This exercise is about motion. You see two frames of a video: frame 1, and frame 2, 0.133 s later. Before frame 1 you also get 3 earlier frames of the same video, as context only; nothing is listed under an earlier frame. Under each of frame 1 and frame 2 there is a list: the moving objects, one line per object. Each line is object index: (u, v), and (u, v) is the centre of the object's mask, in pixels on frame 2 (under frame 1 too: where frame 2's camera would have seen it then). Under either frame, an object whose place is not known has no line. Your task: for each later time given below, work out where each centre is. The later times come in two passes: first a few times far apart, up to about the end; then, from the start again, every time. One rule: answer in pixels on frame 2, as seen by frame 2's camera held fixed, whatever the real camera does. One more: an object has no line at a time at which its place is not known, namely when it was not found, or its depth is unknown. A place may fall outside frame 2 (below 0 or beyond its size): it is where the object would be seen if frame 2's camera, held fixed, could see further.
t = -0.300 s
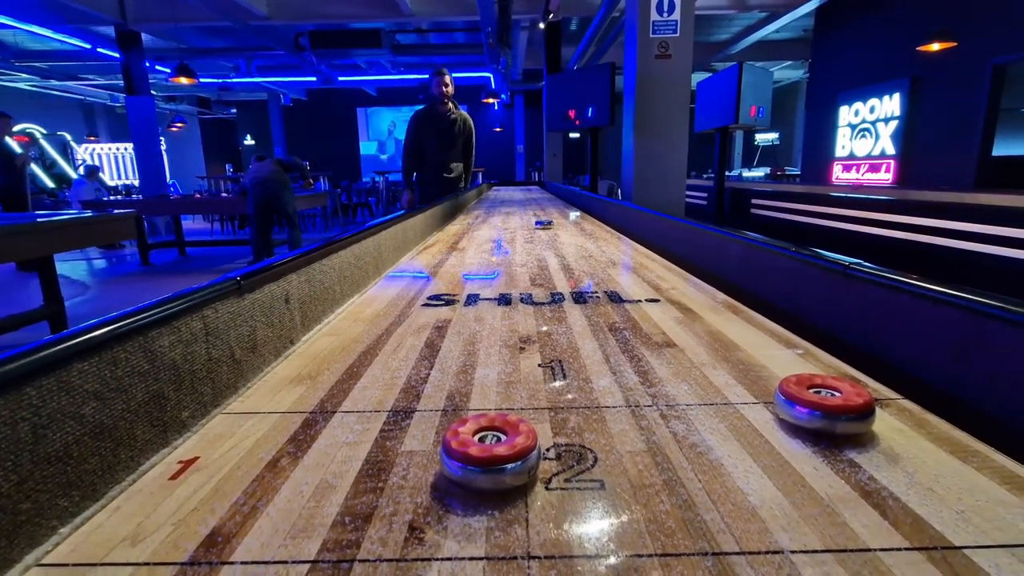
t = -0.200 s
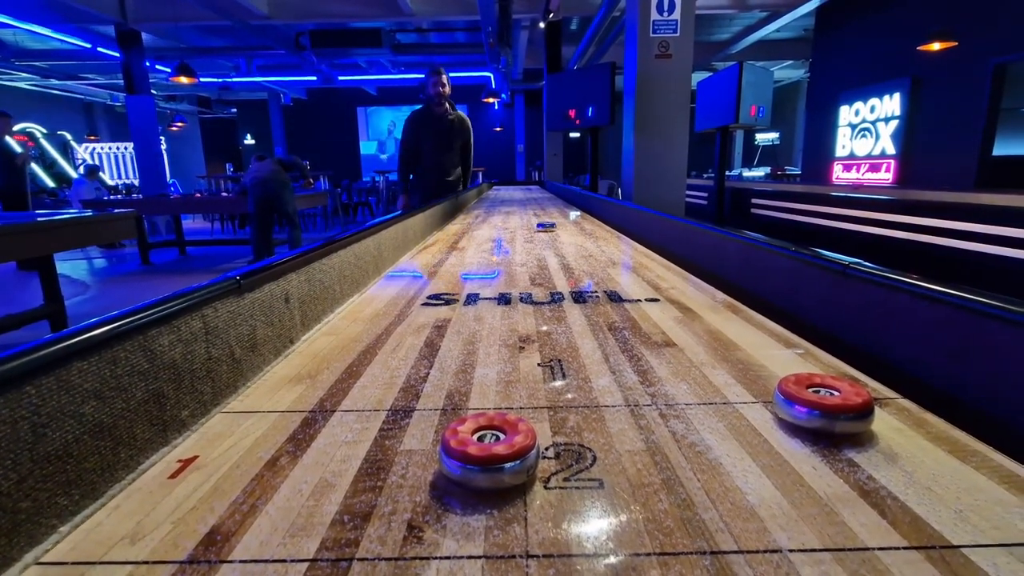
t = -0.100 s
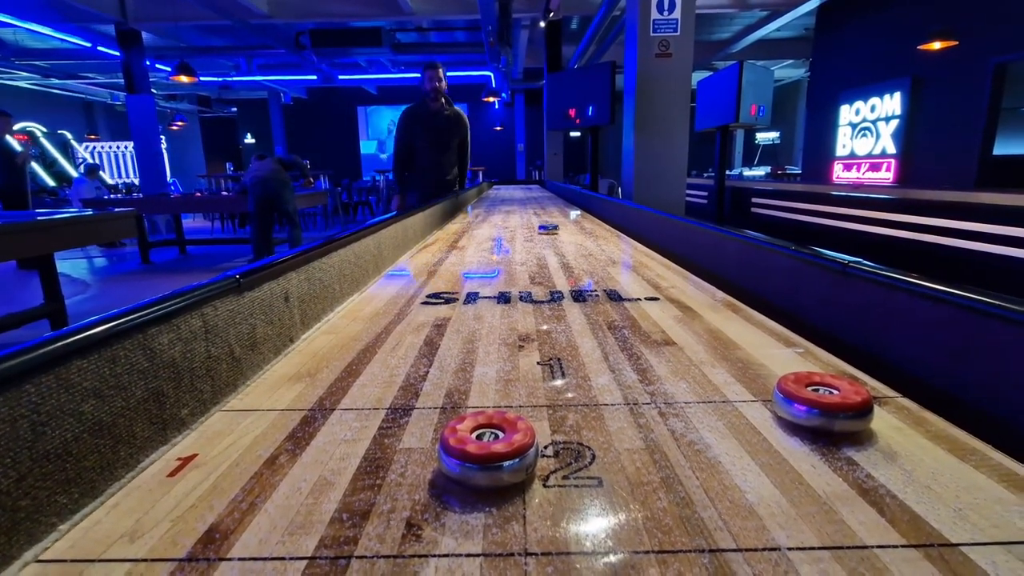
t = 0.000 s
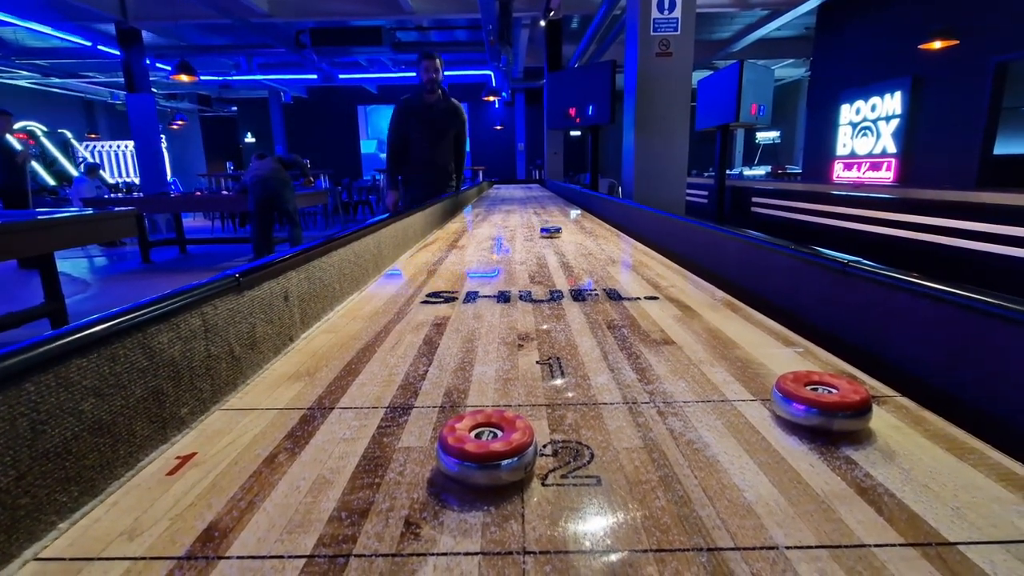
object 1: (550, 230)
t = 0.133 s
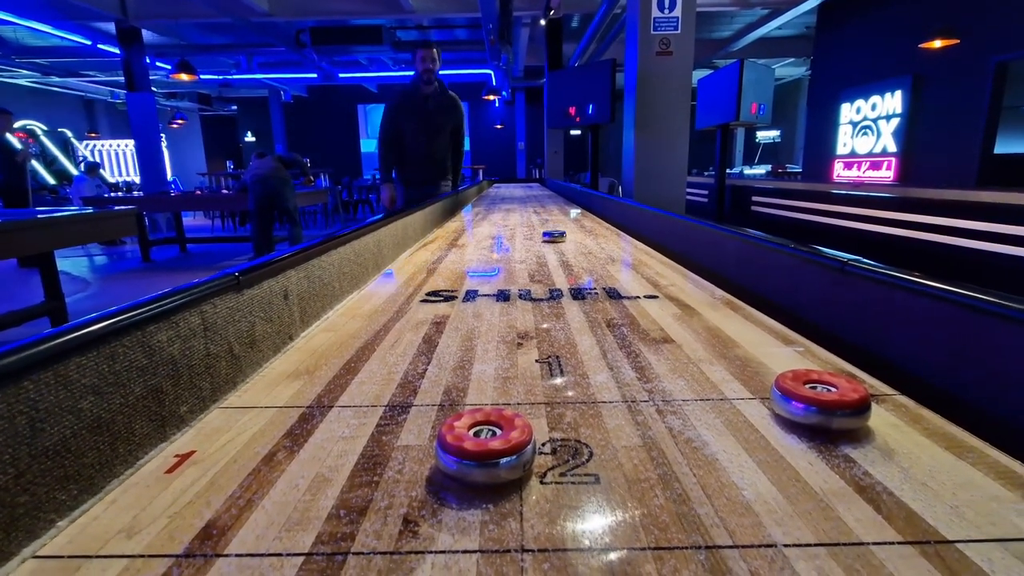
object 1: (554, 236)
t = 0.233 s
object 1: (557, 241)
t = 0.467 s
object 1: (566, 254)
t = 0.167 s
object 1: (555, 237)
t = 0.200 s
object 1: (556, 239)
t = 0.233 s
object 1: (557, 241)
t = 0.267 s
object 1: (558, 242)
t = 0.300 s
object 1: (559, 244)
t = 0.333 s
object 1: (560, 246)
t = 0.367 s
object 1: (562, 248)
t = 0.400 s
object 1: (563, 250)
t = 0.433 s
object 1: (564, 252)
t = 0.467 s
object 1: (566, 254)
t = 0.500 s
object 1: (567, 257)
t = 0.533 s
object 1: (569, 259)
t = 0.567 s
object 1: (571, 262)
